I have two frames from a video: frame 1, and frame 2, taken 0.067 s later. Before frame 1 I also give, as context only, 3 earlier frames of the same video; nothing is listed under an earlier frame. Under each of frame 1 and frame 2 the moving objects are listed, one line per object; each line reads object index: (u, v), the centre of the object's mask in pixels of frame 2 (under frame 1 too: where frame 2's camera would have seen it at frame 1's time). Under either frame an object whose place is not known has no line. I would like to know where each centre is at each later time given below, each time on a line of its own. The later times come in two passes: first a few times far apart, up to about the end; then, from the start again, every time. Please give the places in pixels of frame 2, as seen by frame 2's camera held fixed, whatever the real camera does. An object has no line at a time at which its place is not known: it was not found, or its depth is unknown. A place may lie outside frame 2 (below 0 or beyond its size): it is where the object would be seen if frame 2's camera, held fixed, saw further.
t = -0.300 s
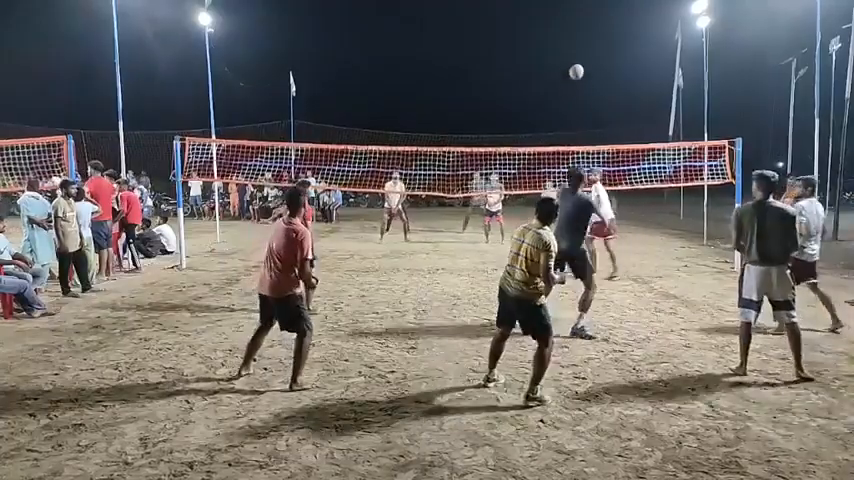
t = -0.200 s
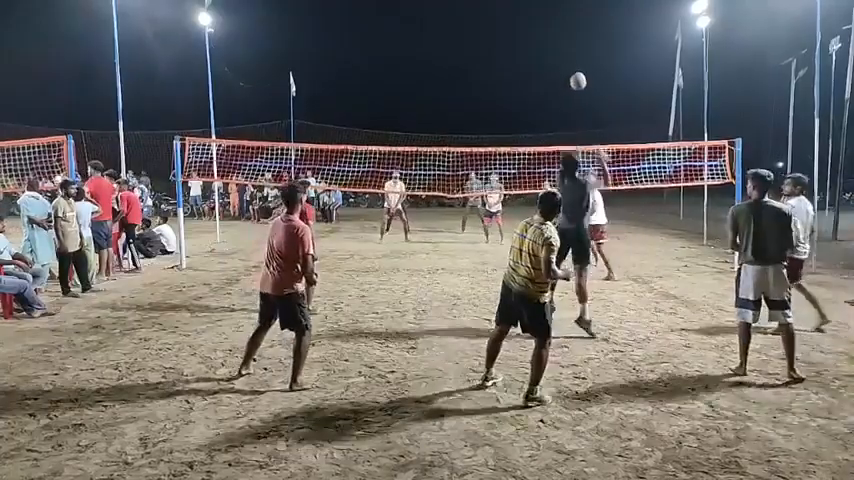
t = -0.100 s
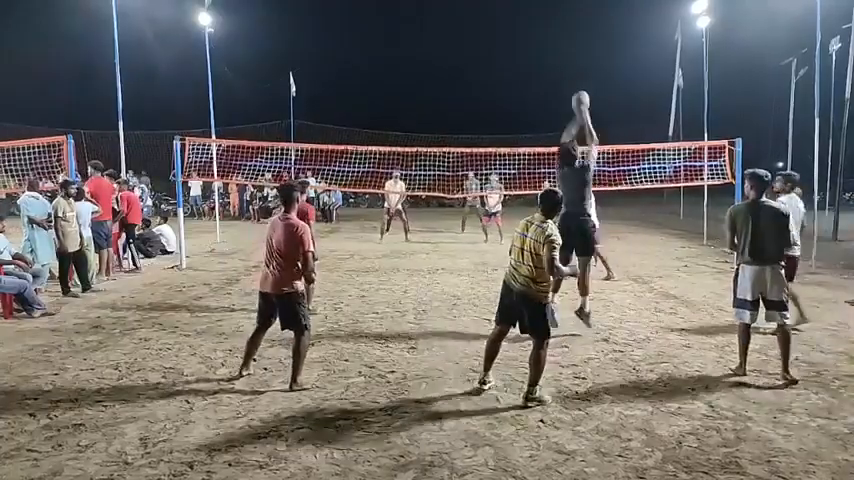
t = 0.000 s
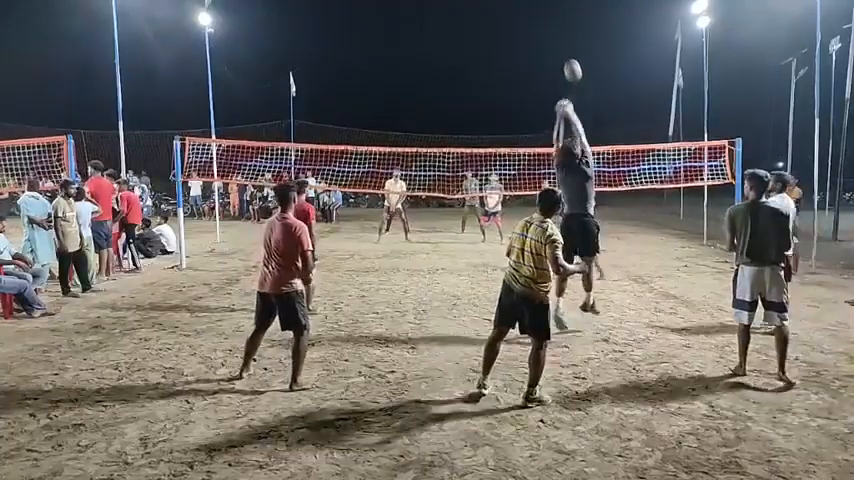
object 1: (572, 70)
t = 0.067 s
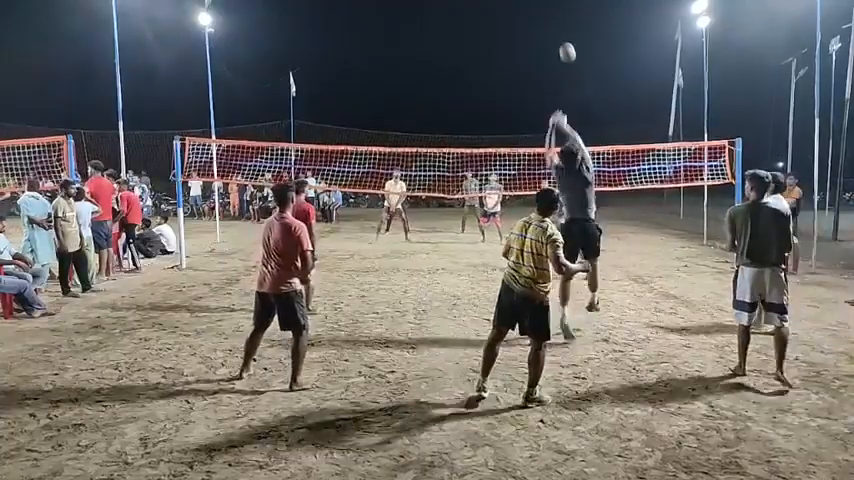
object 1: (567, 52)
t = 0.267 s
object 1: (555, 28)
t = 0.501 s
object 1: (544, 38)
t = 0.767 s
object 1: (536, 78)
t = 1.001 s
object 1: (530, 129)
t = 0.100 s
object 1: (564, 45)
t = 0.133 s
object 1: (562, 39)
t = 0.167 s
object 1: (560, 35)
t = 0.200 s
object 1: (558, 31)
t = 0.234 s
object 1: (556, 29)
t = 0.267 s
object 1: (555, 28)
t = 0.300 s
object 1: (553, 27)
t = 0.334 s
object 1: (551, 27)
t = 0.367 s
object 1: (550, 27)
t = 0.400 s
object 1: (548, 29)
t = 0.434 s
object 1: (547, 31)
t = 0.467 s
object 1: (546, 34)
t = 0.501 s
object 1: (544, 38)
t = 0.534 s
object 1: (543, 41)
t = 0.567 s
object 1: (542, 45)
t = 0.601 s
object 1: (541, 49)
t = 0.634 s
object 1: (539, 54)
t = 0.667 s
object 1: (539, 60)
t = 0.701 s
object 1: (537, 66)
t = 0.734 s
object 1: (537, 72)
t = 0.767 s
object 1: (536, 78)
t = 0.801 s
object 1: (535, 85)
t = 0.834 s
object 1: (534, 91)
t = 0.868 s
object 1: (533, 99)
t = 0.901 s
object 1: (532, 106)
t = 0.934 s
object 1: (532, 113)
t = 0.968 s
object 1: (531, 121)
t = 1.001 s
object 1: (530, 129)
